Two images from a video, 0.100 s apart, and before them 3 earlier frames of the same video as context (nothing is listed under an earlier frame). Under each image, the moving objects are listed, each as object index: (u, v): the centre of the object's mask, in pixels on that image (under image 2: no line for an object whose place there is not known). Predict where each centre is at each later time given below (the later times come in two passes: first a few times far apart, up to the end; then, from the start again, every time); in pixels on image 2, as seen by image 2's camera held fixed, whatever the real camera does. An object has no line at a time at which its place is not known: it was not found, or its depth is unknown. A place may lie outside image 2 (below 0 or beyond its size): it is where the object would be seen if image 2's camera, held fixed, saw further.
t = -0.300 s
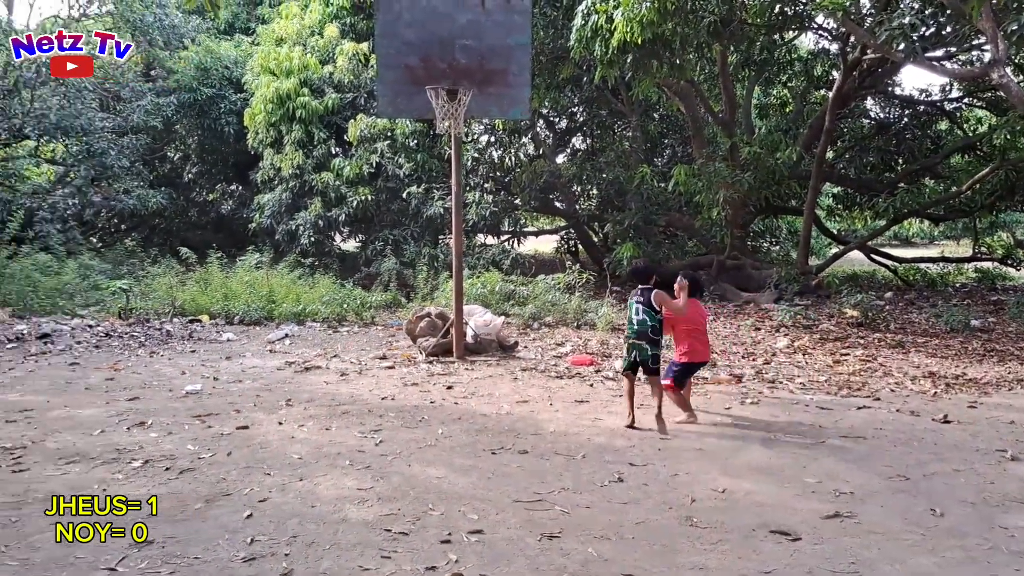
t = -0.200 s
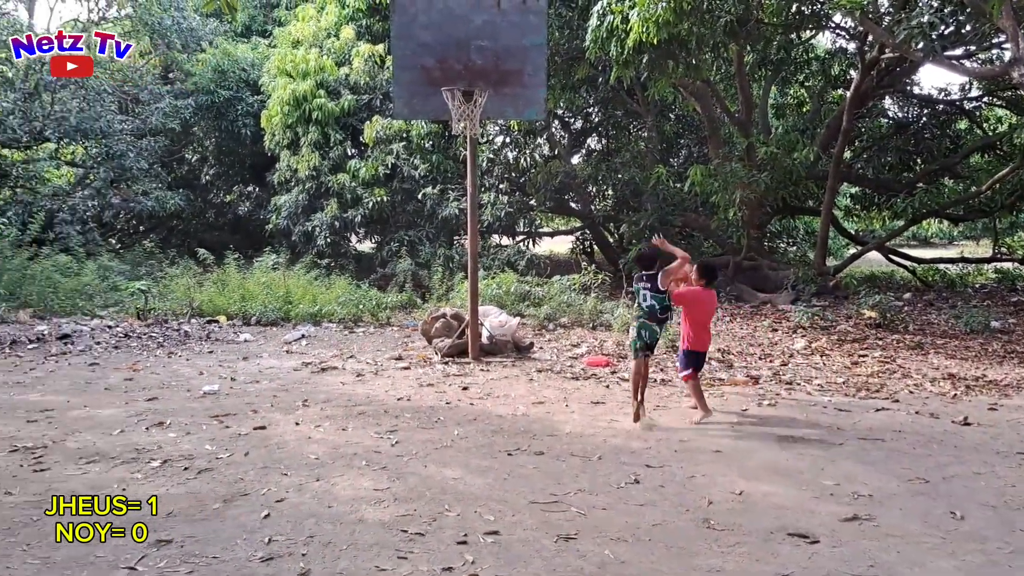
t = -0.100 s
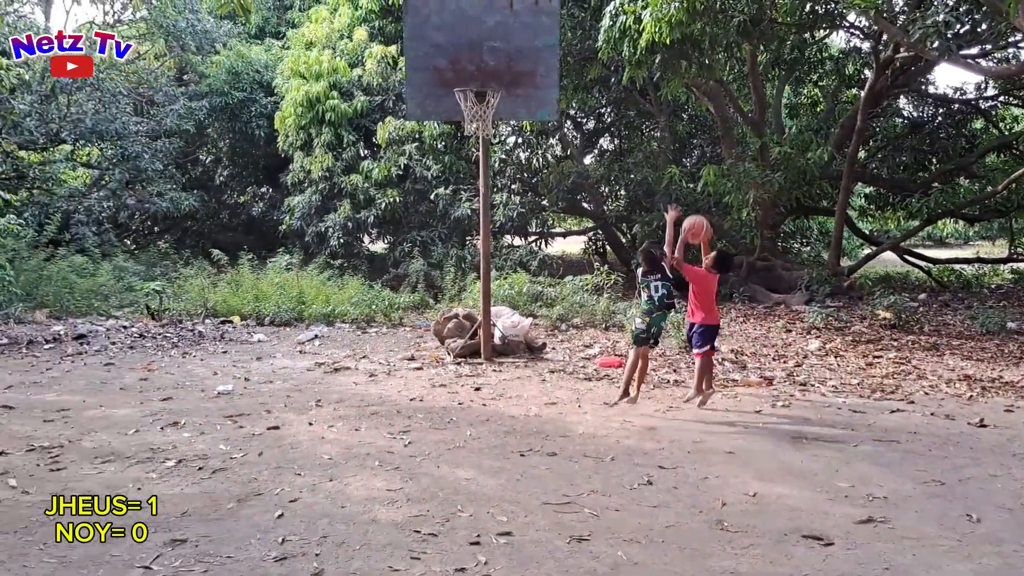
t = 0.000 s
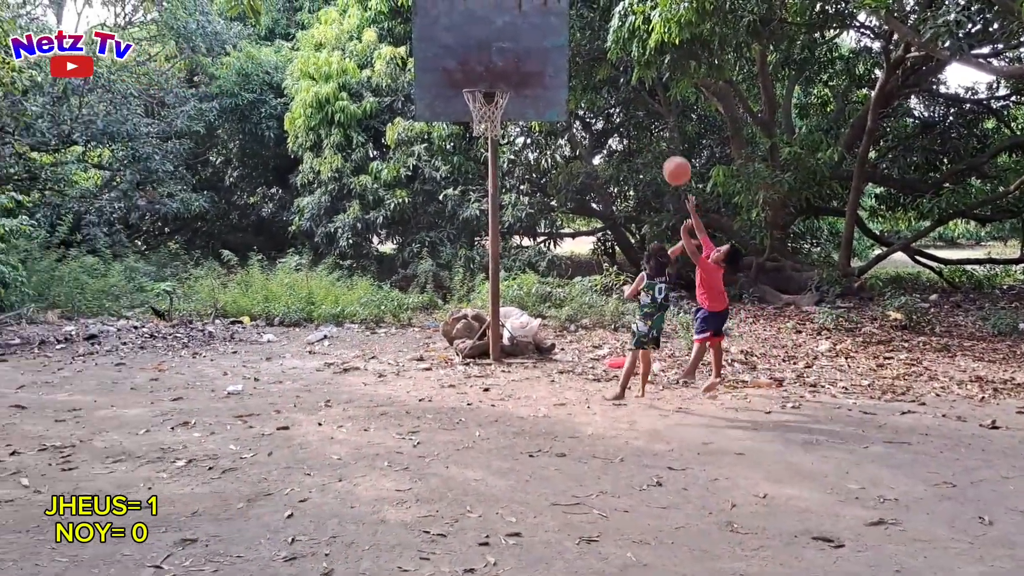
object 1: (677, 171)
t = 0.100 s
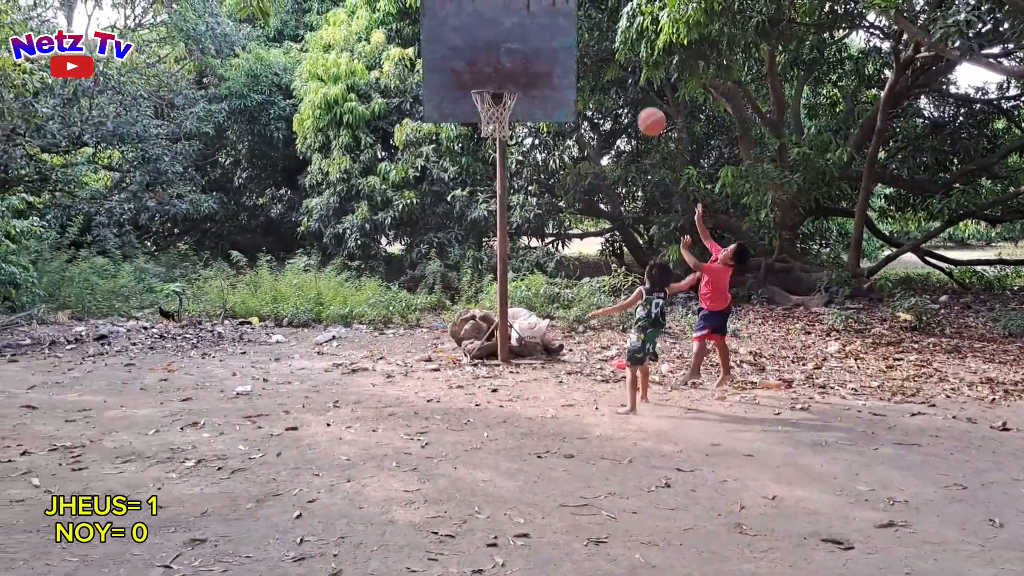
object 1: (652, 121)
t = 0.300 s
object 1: (588, 58)
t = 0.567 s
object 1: (508, 44)
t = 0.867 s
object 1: (447, 102)
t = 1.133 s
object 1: (405, 225)
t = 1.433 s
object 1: (360, 353)
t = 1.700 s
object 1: (335, 251)
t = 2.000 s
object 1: (306, 224)
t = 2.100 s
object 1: (297, 237)
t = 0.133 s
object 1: (641, 107)
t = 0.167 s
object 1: (630, 95)
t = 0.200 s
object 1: (619, 84)
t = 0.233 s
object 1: (608, 74)
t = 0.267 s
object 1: (598, 65)
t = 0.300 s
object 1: (588, 58)
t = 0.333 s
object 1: (577, 52)
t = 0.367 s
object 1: (567, 47)
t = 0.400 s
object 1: (557, 44)
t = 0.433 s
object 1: (547, 41)
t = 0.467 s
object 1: (538, 41)
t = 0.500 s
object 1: (528, 41)
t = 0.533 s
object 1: (518, 42)
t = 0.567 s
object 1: (508, 44)
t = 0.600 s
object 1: (499, 48)
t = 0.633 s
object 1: (490, 53)
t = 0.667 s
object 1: (481, 59)
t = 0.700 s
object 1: (473, 64)
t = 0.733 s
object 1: (468, 70)
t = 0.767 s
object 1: (463, 76)
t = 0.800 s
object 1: (458, 83)
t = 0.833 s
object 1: (452, 92)
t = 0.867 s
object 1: (447, 102)
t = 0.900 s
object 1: (442, 113)
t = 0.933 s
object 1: (437, 125)
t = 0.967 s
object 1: (432, 140)
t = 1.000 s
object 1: (426, 155)
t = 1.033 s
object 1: (421, 171)
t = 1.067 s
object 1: (416, 187)
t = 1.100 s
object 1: (410, 206)
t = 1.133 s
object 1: (405, 225)
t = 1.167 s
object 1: (399, 247)
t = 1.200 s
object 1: (394, 269)
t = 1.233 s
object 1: (389, 292)
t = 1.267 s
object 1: (383, 317)
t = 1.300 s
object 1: (377, 342)
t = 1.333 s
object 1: (371, 371)
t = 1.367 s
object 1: (367, 389)
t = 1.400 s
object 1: (363, 370)
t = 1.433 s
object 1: (360, 353)
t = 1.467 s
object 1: (359, 336)
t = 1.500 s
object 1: (355, 321)
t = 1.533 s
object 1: (351, 307)
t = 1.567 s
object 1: (349, 293)
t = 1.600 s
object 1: (345, 281)
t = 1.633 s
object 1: (342, 270)
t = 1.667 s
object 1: (339, 260)
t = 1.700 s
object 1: (335, 251)
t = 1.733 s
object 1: (333, 244)
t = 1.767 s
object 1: (329, 237)
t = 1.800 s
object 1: (326, 232)
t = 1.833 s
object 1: (323, 227)
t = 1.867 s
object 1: (320, 224)
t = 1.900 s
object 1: (316, 222)
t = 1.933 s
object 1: (313, 222)
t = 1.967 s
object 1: (310, 222)
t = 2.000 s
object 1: (306, 224)
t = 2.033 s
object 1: (302, 227)
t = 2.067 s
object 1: (299, 231)
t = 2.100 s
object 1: (297, 237)
